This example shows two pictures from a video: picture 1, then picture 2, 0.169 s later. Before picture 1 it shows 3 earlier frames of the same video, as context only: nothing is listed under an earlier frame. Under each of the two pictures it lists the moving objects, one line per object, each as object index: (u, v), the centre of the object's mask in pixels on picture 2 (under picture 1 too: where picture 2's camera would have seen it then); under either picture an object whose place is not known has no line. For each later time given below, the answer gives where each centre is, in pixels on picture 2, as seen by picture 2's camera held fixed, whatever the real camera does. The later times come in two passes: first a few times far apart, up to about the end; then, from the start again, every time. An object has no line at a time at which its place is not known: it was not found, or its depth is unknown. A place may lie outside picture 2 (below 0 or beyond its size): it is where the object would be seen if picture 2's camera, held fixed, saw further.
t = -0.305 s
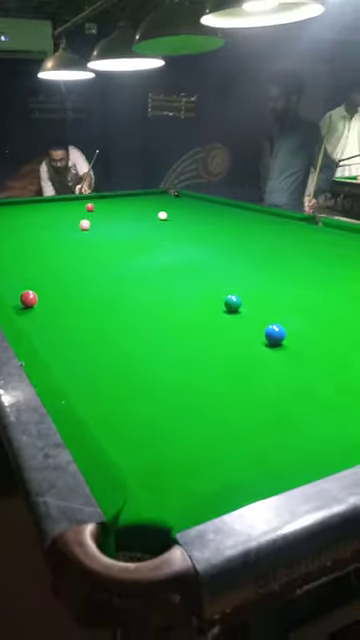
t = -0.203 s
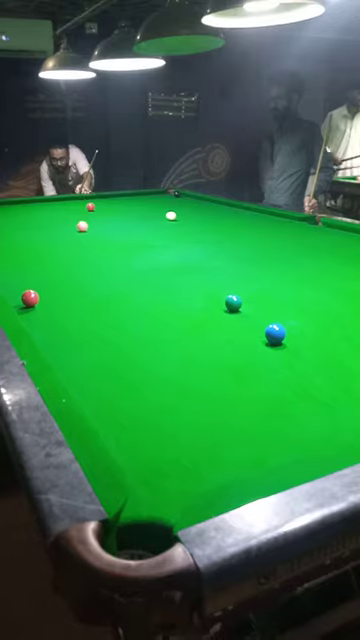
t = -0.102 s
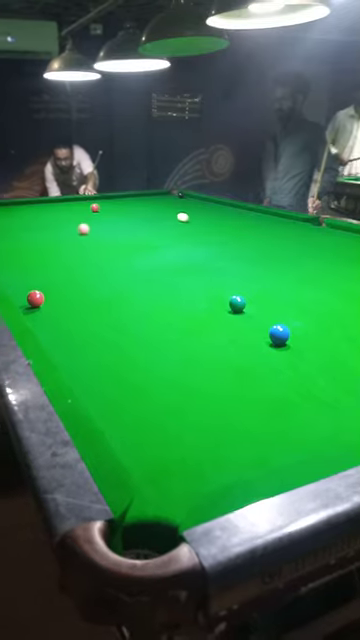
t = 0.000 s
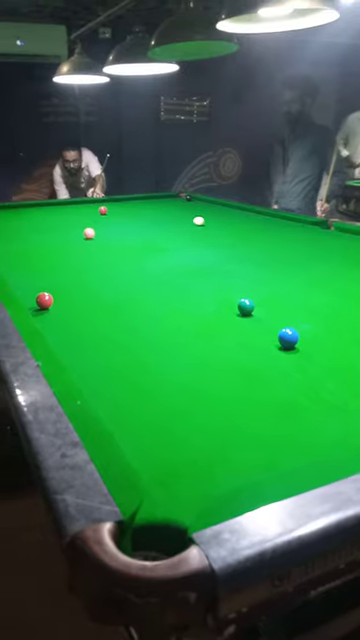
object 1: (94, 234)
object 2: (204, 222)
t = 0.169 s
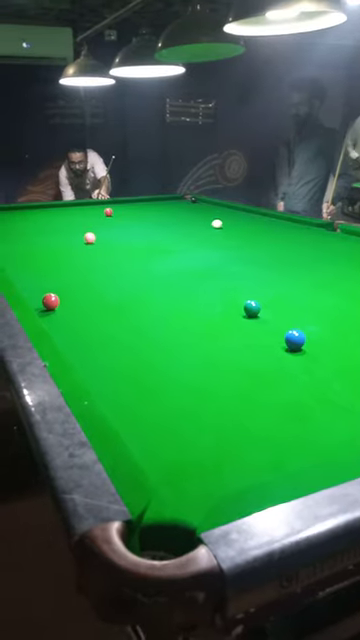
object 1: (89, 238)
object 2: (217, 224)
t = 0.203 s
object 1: (88, 238)
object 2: (219, 224)
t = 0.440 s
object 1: (81, 243)
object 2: (237, 225)
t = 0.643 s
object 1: (74, 247)
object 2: (251, 226)
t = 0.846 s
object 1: (68, 251)
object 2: (265, 228)
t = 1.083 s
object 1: (59, 255)
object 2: (281, 229)
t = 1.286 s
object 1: (53, 259)
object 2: (294, 230)
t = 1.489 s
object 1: (45, 263)
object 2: (306, 231)
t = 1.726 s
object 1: (37, 268)
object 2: (319, 232)
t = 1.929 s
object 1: (30, 271)
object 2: (330, 233)
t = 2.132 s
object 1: (23, 275)
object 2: (336, 233)
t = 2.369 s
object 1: (19, 278)
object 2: (349, 234)
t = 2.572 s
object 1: (24, 280)
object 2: (356, 235)
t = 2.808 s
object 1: (29, 281)
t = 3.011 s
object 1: (33, 282)
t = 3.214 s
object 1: (37, 282)
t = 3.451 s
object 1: (39, 283)
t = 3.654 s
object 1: (40, 283)
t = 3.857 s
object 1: (40, 283)
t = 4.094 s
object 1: (40, 283)
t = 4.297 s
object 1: (40, 283)
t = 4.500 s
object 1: (40, 283)
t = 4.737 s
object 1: (40, 283)
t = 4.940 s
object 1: (41, 283)
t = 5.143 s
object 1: (40, 283)
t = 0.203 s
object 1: (88, 238)
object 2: (219, 224)
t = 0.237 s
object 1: (87, 239)
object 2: (221, 224)
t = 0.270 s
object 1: (86, 239)
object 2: (224, 224)
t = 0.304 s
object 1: (85, 240)
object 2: (227, 224)
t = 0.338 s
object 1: (84, 241)
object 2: (229, 225)
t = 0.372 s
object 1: (83, 241)
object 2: (232, 225)
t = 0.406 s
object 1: (82, 242)
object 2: (235, 225)
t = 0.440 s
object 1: (81, 243)
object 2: (237, 225)
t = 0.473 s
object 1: (80, 243)
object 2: (239, 225)
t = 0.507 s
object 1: (79, 244)
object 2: (242, 225)
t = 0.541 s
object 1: (78, 245)
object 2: (244, 226)
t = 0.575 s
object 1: (77, 246)
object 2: (247, 226)
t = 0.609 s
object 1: (76, 246)
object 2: (249, 226)
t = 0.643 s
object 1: (74, 247)
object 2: (251, 226)
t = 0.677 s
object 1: (73, 247)
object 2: (253, 227)
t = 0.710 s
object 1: (73, 248)
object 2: (256, 227)
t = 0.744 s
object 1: (71, 249)
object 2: (258, 227)
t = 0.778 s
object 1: (70, 249)
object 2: (260, 227)
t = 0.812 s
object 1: (69, 250)
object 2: (263, 227)
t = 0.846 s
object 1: (68, 251)
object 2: (265, 228)
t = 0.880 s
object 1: (67, 251)
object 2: (268, 228)
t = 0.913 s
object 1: (66, 252)
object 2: (270, 228)
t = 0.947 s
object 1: (64, 253)
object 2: (272, 228)
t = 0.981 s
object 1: (63, 253)
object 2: (275, 228)
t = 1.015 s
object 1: (62, 254)
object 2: (277, 228)
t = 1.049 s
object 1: (61, 255)
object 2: (279, 228)
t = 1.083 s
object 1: (59, 255)
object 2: (281, 229)
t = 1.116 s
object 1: (58, 256)
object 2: (283, 229)
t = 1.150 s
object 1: (57, 257)
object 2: (285, 229)
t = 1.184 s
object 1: (56, 257)
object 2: (288, 229)
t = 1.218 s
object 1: (55, 258)
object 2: (290, 229)
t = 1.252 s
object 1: (54, 259)
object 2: (292, 230)
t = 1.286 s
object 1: (53, 259)
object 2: (294, 230)
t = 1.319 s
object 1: (51, 260)
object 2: (296, 230)
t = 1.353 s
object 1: (50, 260)
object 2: (298, 230)
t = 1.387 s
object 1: (49, 261)
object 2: (300, 231)
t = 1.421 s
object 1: (48, 262)
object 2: (302, 231)
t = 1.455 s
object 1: (47, 262)
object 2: (304, 231)
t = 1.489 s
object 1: (45, 263)
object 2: (306, 231)
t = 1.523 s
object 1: (44, 264)
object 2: (308, 231)
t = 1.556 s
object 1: (43, 264)
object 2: (310, 231)
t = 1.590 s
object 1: (42, 265)
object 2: (312, 231)
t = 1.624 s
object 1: (40, 266)
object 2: (314, 232)
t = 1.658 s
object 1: (39, 266)
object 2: (315, 232)
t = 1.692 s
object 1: (38, 267)
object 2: (317, 232)
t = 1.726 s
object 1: (37, 268)
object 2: (319, 232)
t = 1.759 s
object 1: (36, 268)
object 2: (321, 232)
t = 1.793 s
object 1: (35, 269)
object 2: (323, 232)
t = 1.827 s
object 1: (34, 269)
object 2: (325, 232)
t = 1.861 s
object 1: (32, 270)
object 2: (327, 232)
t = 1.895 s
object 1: (31, 271)
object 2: (328, 233)
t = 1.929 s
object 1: (30, 271)
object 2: (330, 233)
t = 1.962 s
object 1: (29, 272)
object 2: (331, 233)
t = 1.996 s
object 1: (28, 273)
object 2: (332, 233)
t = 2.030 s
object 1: (27, 273)
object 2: (333, 233)
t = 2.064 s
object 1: (26, 274)
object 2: (334, 233)
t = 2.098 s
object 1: (25, 274)
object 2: (335, 233)
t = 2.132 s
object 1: (23, 275)
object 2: (336, 233)
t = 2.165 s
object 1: (22, 275)
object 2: (338, 233)
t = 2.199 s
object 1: (21, 276)
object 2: (339, 233)
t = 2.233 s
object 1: (20, 277)
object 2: (342, 234)
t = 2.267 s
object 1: (19, 277)
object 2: (344, 234)
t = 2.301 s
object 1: (18, 277)
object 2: (347, 234)
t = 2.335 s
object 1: (18, 278)
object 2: (349, 234)
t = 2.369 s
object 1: (19, 278)
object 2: (349, 234)
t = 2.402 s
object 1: (20, 278)
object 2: (350, 234)
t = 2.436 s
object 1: (21, 279)
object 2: (351, 234)
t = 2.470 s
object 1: (22, 279)
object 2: (352, 235)
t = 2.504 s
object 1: (23, 279)
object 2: (354, 235)
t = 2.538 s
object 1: (24, 279)
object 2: (355, 235)
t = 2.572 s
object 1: (24, 280)
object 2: (356, 235)
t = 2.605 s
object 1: (25, 280)
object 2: (357, 235)
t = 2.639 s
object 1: (26, 280)
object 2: (358, 235)
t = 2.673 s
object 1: (27, 280)
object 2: (358, 235)
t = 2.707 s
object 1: (28, 280)
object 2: (359, 235)
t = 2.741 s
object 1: (28, 280)
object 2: (359, 236)
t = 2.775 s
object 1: (29, 281)
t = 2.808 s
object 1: (29, 281)
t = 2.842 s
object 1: (30, 281)
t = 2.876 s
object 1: (31, 281)
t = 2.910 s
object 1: (32, 281)
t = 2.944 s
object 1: (32, 281)
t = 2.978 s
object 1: (33, 282)
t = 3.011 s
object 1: (33, 282)
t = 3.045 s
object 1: (34, 282)
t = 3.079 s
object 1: (34, 282)
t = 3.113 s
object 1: (35, 282)
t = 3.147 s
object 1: (35, 282)
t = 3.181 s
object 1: (36, 282)
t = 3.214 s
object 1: (37, 282)
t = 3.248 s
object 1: (37, 282)
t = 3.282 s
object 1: (37, 282)
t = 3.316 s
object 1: (38, 283)
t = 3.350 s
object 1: (38, 282)
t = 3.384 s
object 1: (39, 283)
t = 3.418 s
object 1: (39, 283)
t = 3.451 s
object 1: (39, 283)
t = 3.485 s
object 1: (39, 283)
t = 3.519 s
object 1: (39, 283)
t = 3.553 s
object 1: (40, 283)
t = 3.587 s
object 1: (40, 283)
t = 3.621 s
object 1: (40, 283)
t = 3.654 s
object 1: (40, 283)
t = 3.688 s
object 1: (40, 283)
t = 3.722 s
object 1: (40, 283)
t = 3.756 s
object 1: (40, 283)
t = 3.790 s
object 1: (40, 283)
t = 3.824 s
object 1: (40, 283)
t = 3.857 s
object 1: (40, 283)
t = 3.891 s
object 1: (40, 283)
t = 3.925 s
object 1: (40, 283)
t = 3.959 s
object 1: (40, 283)
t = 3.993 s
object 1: (40, 283)
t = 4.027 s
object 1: (40, 283)
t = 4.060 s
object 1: (40, 283)
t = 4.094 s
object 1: (40, 283)
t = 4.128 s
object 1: (40, 283)
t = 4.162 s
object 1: (40, 283)
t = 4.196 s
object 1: (40, 283)
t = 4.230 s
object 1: (40, 283)
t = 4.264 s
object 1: (40, 283)
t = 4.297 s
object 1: (40, 283)
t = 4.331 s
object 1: (40, 283)
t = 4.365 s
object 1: (40, 283)
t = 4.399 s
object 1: (40, 283)
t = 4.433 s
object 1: (40, 283)
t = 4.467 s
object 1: (40, 283)
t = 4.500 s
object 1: (40, 283)
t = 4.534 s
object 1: (40, 283)
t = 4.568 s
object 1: (40, 283)
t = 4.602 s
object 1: (40, 283)
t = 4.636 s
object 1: (40, 283)
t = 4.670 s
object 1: (40, 283)
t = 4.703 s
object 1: (40, 283)
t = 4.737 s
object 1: (40, 283)
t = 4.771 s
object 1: (40, 283)
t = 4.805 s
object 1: (40, 283)
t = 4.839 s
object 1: (40, 283)
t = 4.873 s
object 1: (41, 283)
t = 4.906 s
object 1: (40, 283)
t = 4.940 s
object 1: (41, 283)
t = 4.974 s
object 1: (40, 283)
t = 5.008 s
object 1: (40, 283)
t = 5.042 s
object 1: (40, 283)
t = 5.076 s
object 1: (40, 283)
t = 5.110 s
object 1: (40, 283)
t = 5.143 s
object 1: (40, 283)
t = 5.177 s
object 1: (40, 283)
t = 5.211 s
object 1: (40, 283)
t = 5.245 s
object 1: (40, 283)
